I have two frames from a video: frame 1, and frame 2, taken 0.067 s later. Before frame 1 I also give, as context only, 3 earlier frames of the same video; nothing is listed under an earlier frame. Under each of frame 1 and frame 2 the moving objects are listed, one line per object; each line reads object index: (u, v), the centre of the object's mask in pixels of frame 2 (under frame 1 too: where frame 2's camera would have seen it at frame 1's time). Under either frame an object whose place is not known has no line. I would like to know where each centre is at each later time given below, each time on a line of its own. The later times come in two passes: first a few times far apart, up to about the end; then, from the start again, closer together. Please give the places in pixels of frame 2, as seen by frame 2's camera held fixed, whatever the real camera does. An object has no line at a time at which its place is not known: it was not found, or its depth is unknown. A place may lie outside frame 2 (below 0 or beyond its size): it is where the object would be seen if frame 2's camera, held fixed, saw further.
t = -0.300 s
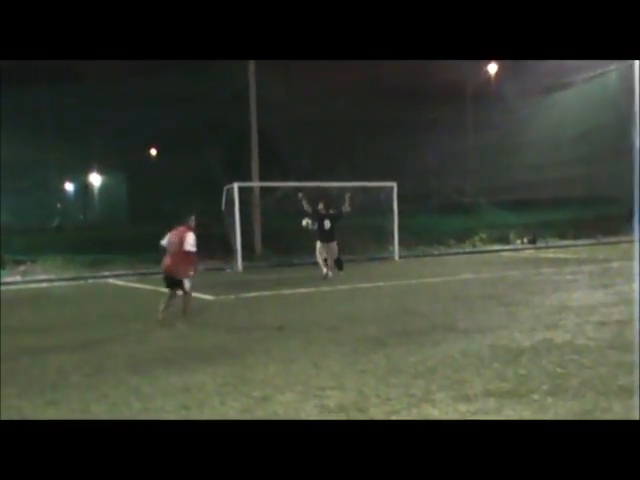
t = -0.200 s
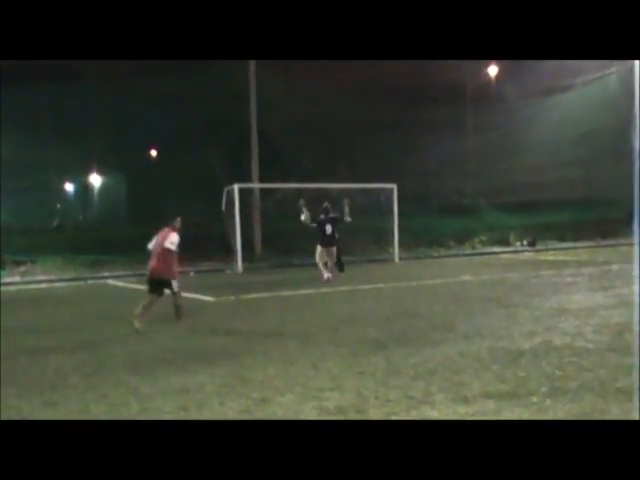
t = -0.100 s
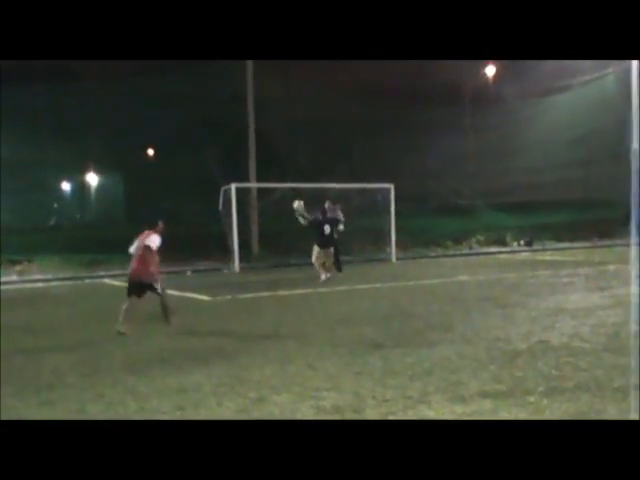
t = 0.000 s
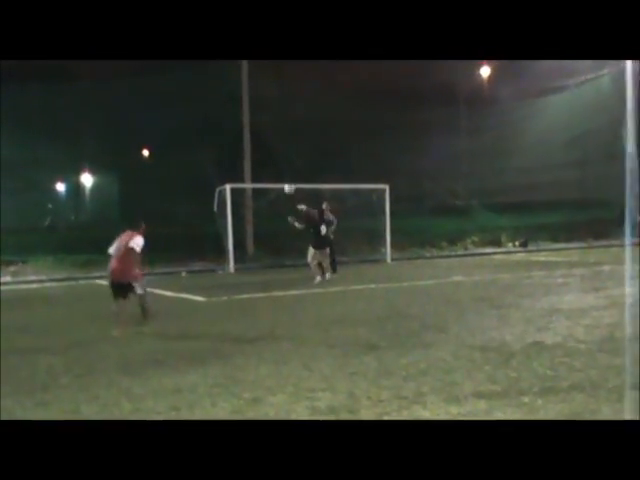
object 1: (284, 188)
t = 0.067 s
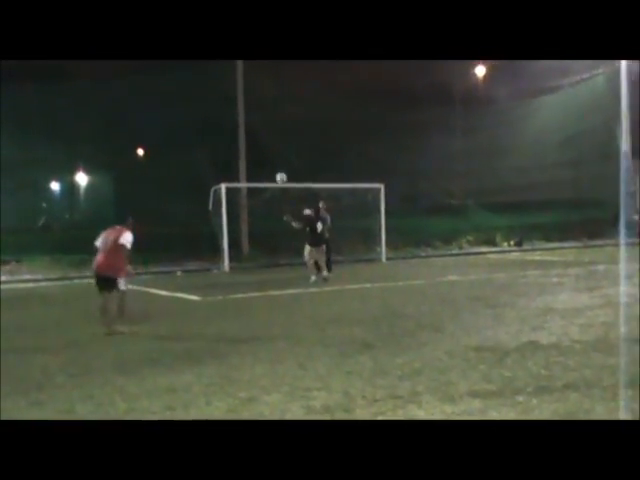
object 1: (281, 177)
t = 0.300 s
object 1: (269, 155)
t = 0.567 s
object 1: (254, 160)
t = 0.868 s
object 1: (234, 220)
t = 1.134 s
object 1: (213, 300)
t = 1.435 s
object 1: (197, 222)
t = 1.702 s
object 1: (182, 210)
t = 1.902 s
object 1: (172, 240)
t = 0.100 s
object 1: (279, 173)
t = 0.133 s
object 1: (277, 169)
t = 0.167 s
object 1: (276, 165)
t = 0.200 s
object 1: (274, 162)
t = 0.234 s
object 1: (273, 159)
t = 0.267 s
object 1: (271, 156)
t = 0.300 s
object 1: (269, 155)
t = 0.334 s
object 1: (267, 153)
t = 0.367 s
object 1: (266, 153)
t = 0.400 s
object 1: (264, 152)
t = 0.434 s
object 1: (262, 153)
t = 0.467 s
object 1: (260, 154)
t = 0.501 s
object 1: (258, 155)
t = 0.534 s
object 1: (256, 157)
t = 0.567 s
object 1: (254, 160)
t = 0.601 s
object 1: (251, 163)
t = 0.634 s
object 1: (249, 168)
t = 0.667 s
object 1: (247, 173)
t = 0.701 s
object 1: (245, 178)
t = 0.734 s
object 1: (243, 185)
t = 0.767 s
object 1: (240, 192)
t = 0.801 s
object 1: (238, 200)
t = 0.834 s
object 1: (235, 210)
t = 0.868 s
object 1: (234, 220)
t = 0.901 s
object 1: (232, 231)
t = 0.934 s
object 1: (228, 243)
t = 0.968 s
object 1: (225, 256)
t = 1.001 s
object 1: (220, 270)
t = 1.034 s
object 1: (220, 286)
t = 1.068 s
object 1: (216, 304)
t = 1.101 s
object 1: (214, 313)
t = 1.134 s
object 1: (213, 300)
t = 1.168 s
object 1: (211, 289)
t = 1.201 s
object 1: (209, 279)
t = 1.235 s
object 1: (208, 267)
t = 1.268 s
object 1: (206, 258)
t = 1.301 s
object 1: (204, 249)
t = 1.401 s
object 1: (198, 228)
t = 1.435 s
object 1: (197, 222)
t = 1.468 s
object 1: (195, 218)
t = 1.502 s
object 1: (193, 214)
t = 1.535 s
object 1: (191, 211)
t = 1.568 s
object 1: (189, 210)
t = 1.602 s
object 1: (187, 208)
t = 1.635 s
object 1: (186, 208)
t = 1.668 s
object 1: (184, 208)
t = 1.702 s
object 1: (182, 210)
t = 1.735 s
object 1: (180, 213)
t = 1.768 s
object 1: (179, 216)
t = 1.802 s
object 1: (177, 220)
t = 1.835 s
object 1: (176, 226)
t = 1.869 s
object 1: (174, 233)
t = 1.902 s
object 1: (172, 240)
